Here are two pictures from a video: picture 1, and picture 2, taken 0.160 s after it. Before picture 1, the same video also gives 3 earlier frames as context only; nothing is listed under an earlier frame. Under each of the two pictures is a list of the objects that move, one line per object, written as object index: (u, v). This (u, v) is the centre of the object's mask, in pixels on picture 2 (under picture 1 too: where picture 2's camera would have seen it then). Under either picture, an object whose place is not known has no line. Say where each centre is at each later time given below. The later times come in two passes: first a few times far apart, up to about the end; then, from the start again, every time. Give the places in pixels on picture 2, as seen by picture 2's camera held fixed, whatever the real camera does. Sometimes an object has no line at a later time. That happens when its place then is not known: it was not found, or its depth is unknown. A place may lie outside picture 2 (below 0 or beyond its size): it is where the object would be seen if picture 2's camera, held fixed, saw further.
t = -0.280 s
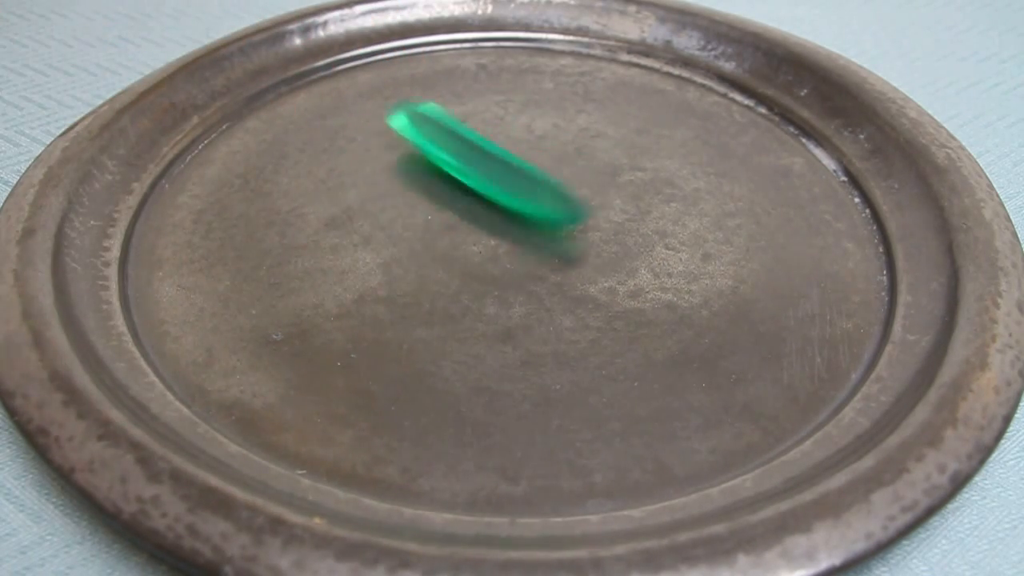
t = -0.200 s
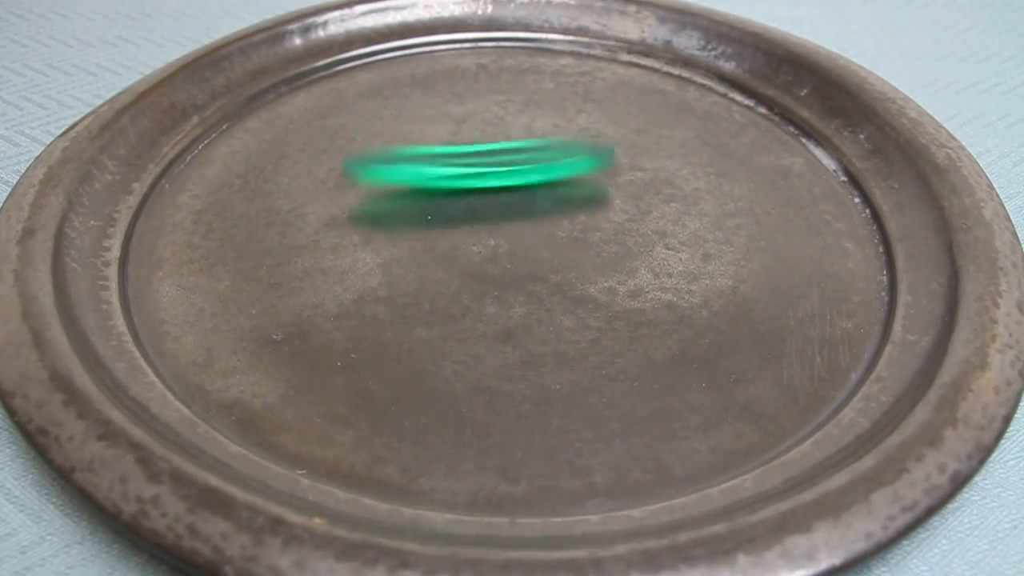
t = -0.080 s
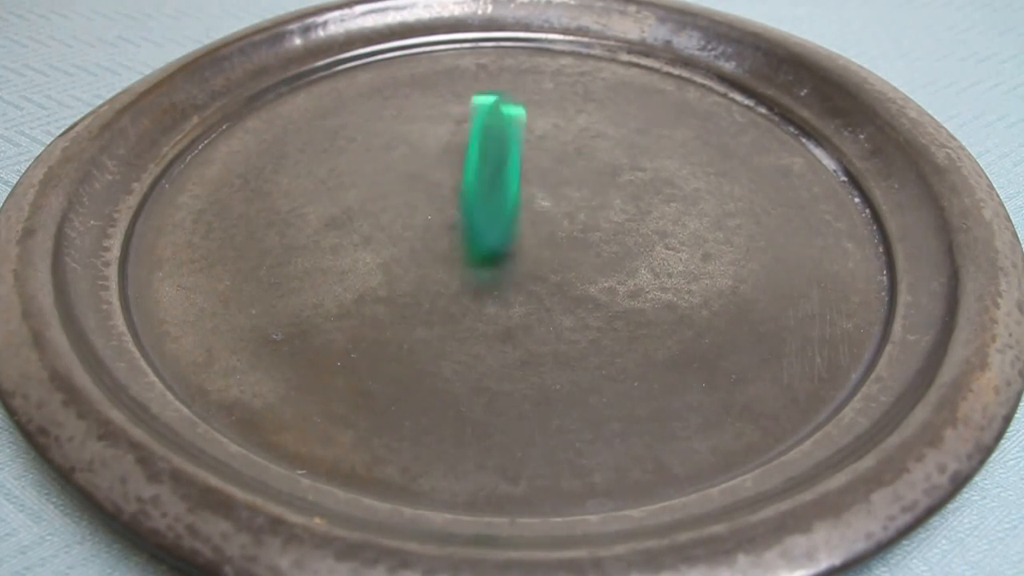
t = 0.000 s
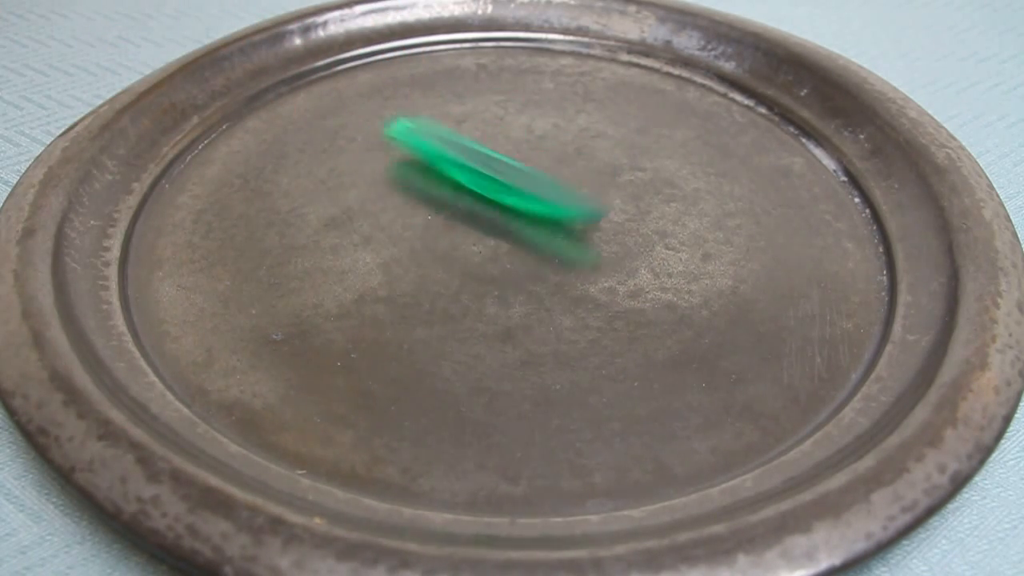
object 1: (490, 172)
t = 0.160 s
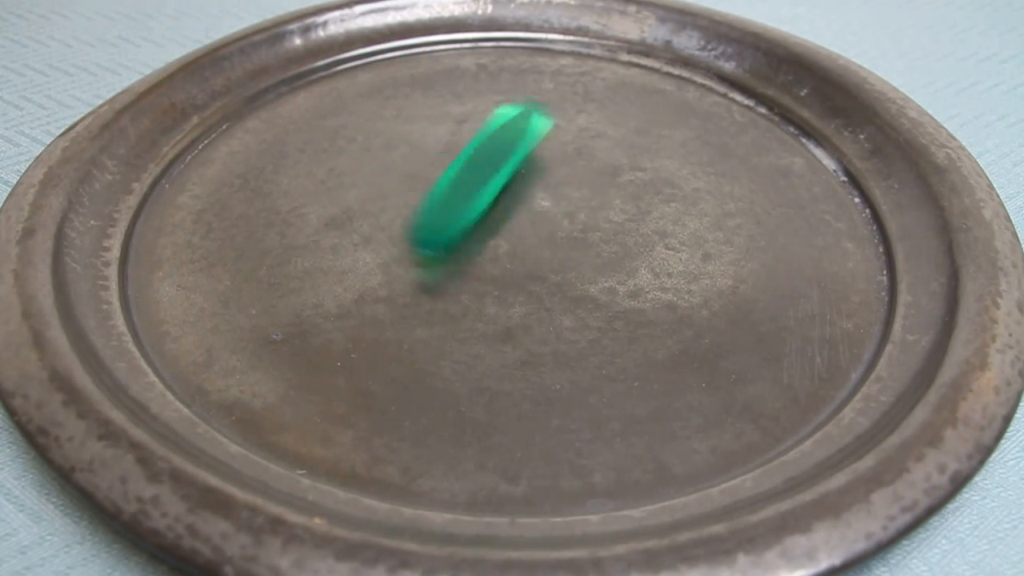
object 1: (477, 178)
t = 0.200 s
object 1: (478, 181)
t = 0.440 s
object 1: (465, 174)
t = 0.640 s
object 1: (471, 170)
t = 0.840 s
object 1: (491, 172)
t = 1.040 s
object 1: (482, 181)
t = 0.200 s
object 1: (478, 181)
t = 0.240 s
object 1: (478, 176)
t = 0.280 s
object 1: (475, 174)
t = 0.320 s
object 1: (471, 172)
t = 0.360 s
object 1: (468, 171)
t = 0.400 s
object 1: (464, 172)
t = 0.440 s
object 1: (465, 174)
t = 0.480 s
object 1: (471, 173)
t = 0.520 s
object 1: (478, 173)
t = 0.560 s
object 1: (480, 171)
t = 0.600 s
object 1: (477, 169)
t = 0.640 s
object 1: (471, 170)
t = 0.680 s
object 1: (470, 172)
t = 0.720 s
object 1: (474, 175)
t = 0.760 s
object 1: (483, 179)
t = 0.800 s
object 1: (489, 172)
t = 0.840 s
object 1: (491, 172)
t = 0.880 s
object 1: (484, 171)
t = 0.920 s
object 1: (479, 173)
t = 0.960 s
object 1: (477, 177)
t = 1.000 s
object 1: (480, 179)
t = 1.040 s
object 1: (482, 181)
